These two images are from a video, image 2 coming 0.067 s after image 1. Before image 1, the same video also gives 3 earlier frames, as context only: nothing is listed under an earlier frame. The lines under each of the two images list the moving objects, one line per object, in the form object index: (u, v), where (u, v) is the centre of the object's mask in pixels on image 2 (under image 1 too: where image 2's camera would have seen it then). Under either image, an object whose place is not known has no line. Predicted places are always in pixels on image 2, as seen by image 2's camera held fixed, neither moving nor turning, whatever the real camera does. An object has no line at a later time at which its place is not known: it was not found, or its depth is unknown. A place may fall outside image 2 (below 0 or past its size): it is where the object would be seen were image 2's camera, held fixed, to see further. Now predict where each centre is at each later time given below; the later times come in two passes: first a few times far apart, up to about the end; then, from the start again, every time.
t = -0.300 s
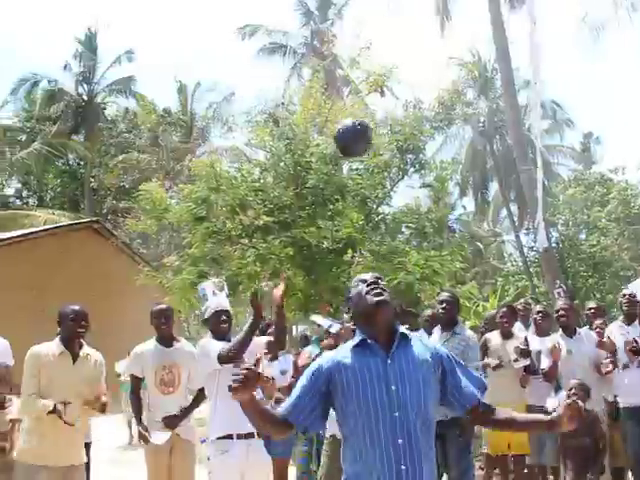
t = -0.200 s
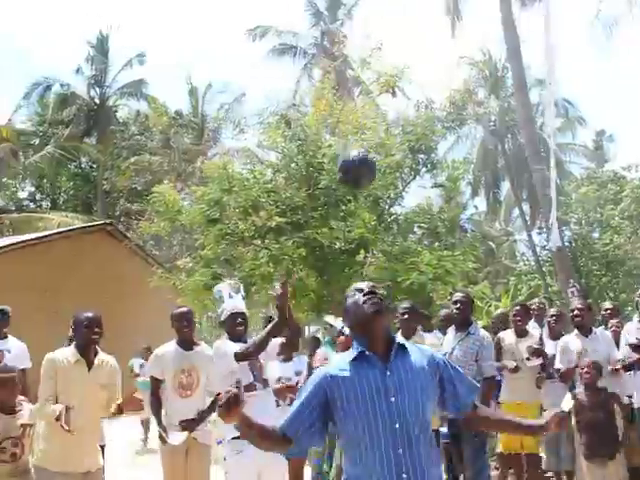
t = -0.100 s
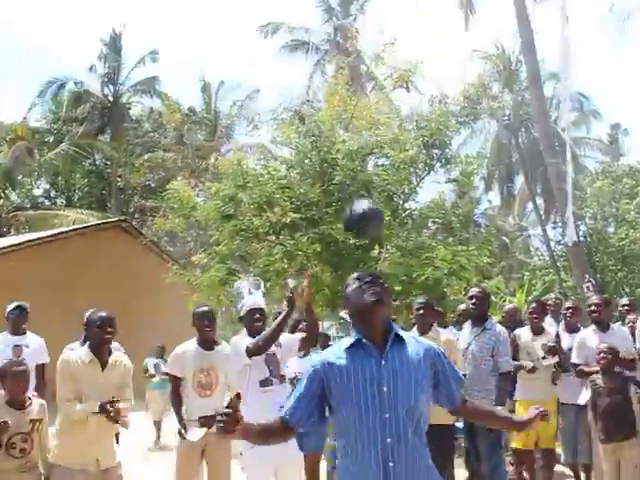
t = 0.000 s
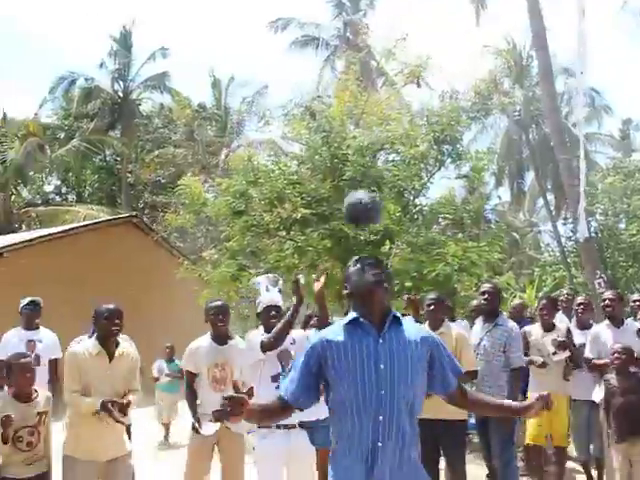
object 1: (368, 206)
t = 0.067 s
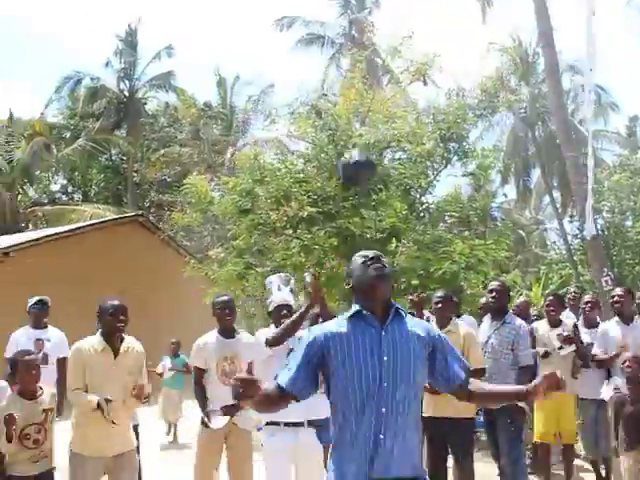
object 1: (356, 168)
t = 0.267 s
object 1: (328, 120)
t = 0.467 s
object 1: (306, 172)
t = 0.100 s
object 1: (351, 154)
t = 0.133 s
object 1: (346, 142)
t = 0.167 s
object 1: (341, 133)
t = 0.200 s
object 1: (337, 127)
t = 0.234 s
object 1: (332, 122)
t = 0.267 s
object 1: (328, 120)
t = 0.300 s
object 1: (324, 121)
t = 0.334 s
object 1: (321, 126)
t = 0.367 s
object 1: (317, 133)
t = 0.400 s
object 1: (312, 144)
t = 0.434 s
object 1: (308, 156)
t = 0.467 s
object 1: (306, 172)
